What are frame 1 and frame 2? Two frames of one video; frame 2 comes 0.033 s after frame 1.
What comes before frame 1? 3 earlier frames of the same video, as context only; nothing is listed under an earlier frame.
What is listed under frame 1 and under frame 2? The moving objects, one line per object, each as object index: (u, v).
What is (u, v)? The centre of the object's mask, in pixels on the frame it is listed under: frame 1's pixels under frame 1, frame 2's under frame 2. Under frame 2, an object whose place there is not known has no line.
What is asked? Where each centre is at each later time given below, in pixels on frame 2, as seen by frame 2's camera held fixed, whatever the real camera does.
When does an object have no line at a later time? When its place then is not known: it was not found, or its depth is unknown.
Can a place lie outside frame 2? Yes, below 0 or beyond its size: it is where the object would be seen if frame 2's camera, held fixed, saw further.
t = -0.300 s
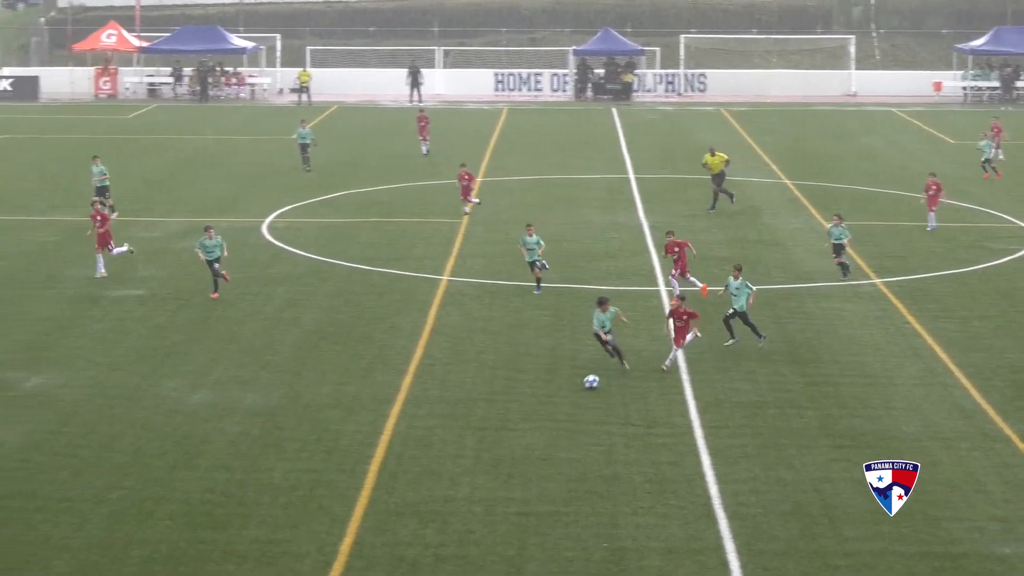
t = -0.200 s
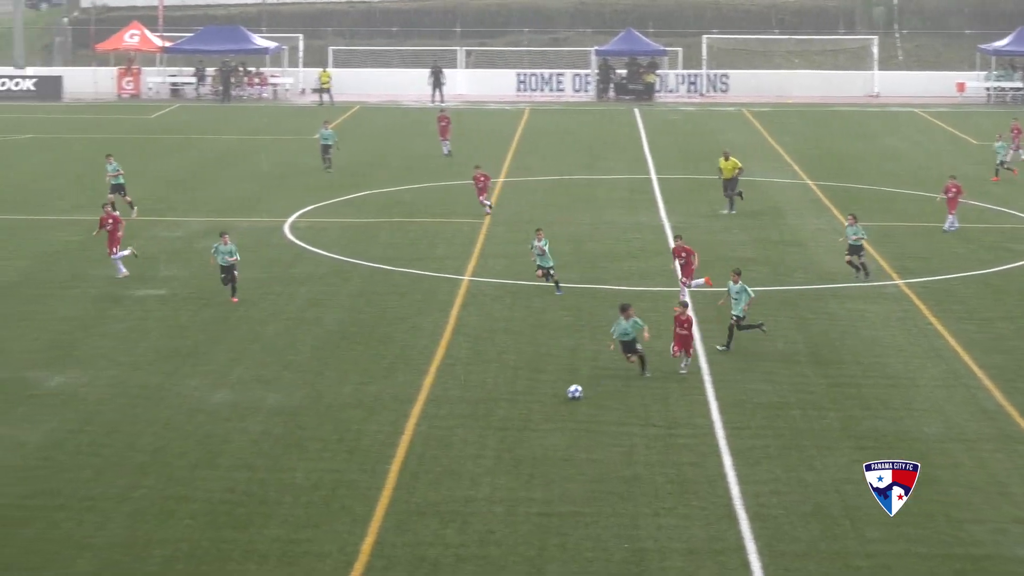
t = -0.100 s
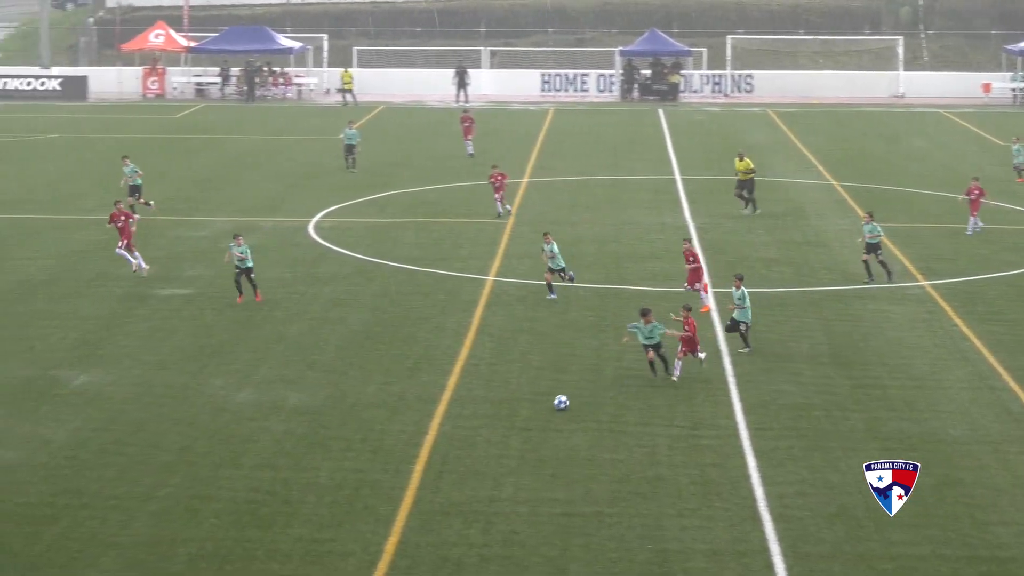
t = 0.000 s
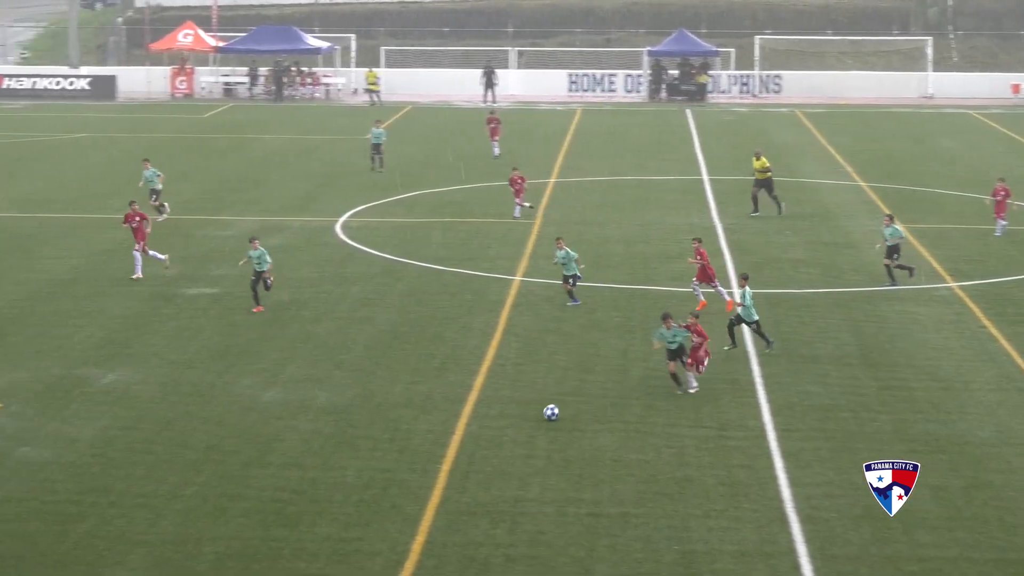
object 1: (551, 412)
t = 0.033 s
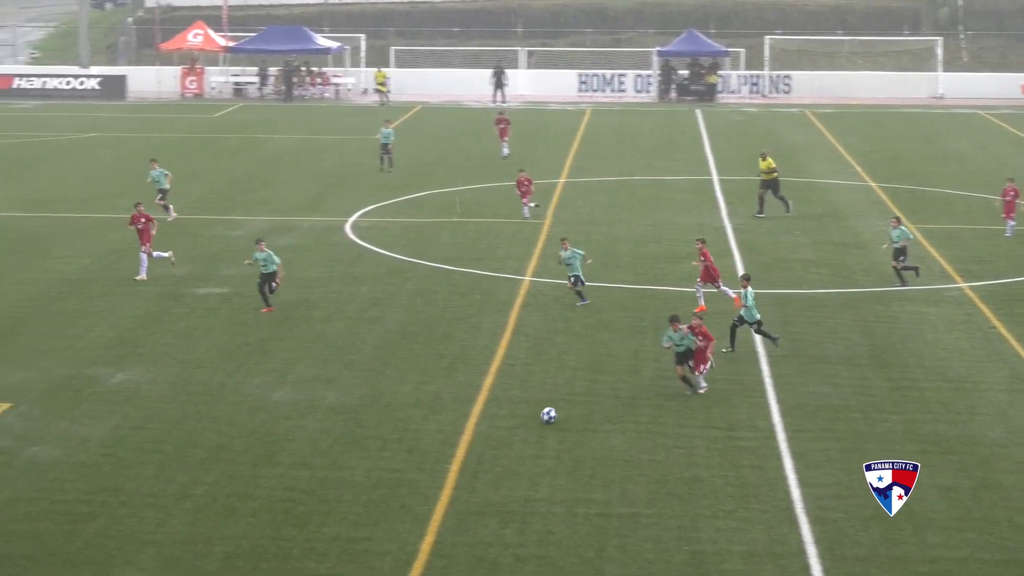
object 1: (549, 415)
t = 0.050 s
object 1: (543, 417)
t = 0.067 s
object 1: (537, 419)
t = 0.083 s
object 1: (532, 420)
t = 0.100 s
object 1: (526, 422)
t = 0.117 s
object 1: (520, 424)
